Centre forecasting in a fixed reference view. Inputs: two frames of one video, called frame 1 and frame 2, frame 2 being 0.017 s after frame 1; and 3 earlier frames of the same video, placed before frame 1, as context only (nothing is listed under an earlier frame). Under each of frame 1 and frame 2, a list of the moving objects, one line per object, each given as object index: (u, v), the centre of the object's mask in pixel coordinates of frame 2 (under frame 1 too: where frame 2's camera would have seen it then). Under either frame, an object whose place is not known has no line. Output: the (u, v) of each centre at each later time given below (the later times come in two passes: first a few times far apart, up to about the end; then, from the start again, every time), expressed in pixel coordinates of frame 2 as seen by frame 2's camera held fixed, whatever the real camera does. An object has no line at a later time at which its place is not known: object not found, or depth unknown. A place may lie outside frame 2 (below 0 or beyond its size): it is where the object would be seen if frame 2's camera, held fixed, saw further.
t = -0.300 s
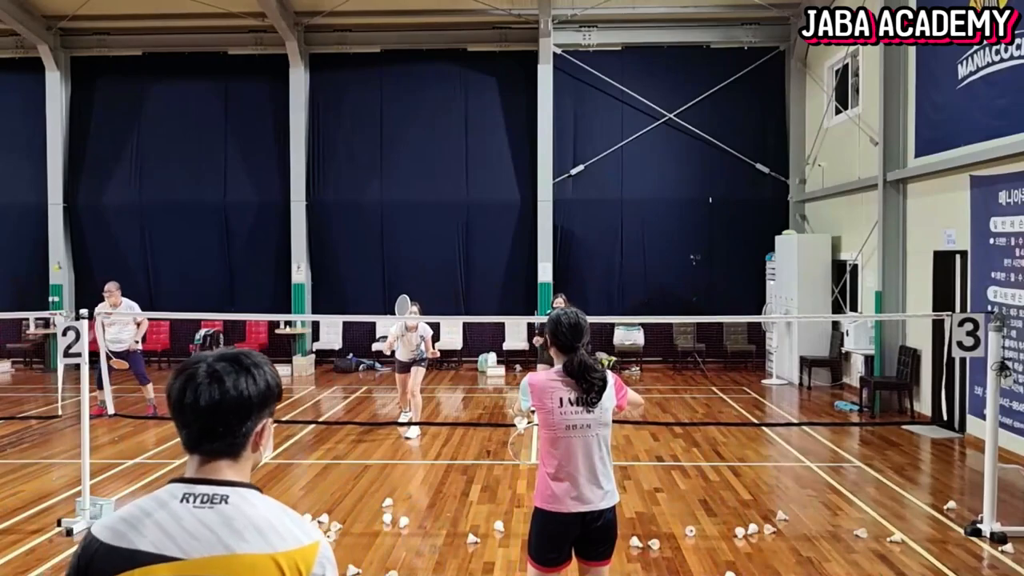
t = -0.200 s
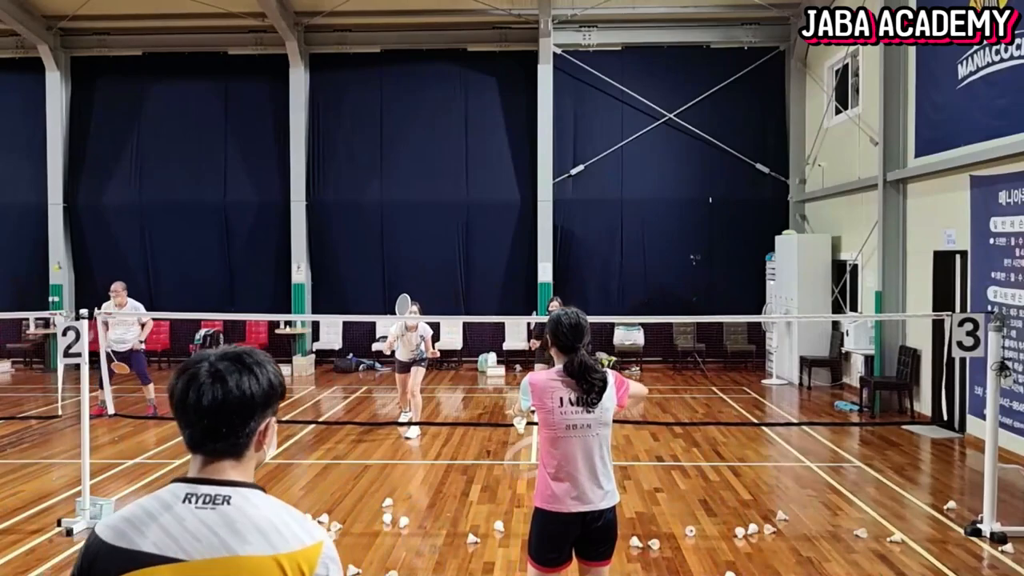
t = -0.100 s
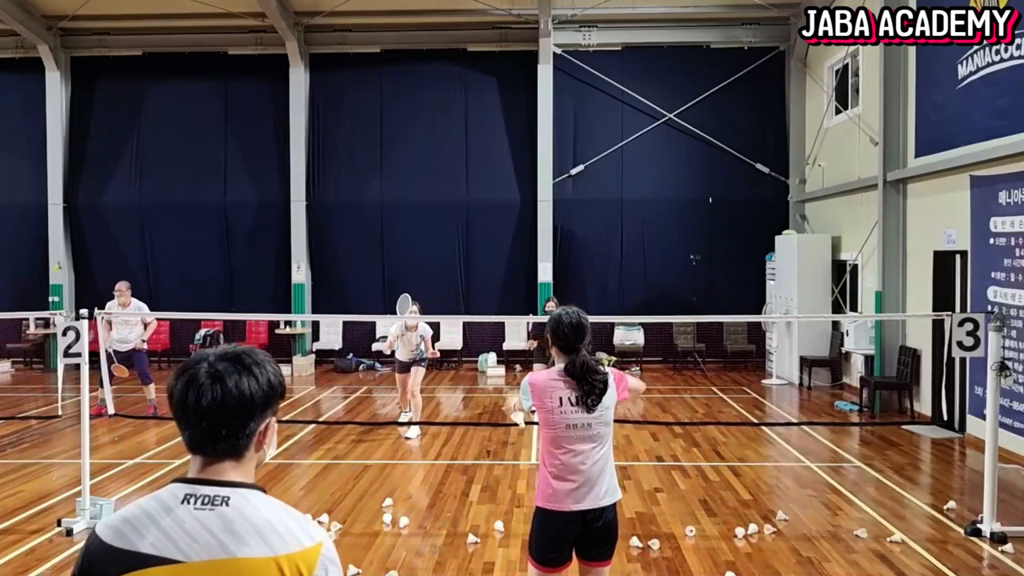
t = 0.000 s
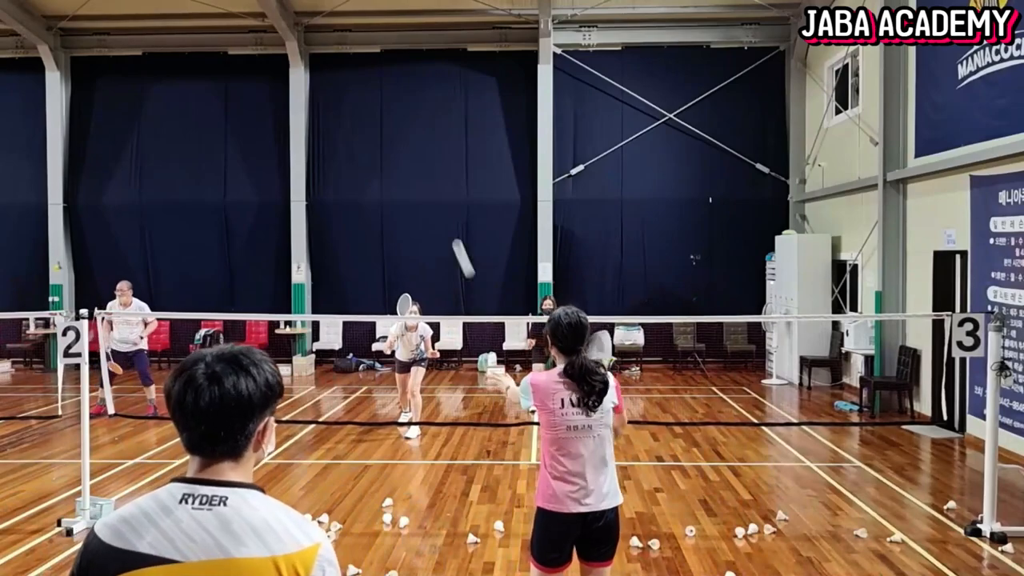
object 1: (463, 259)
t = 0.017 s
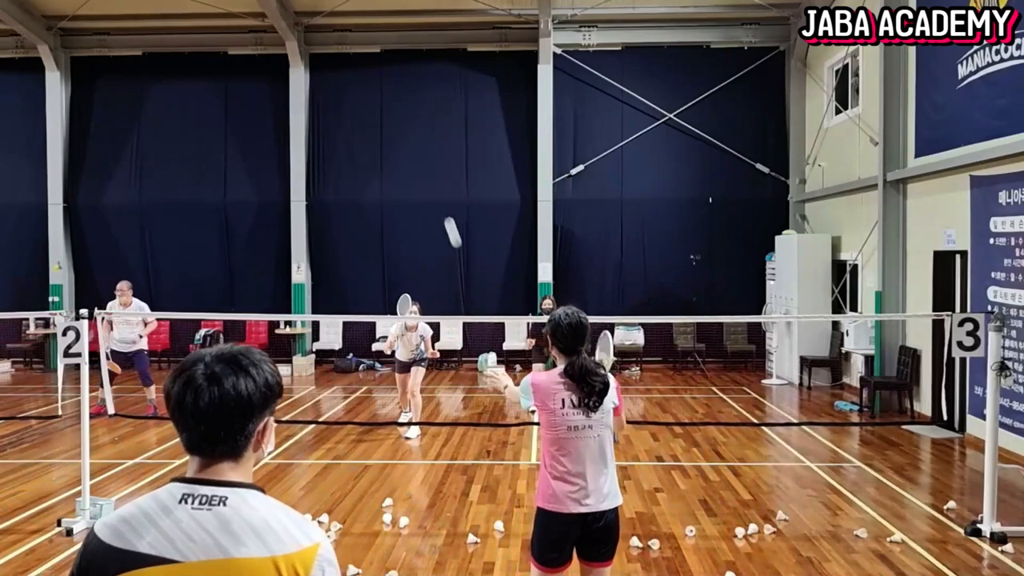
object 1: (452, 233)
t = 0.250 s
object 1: (390, 85)
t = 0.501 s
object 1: (363, 69)
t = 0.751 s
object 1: (349, 110)
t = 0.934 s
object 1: (343, 161)
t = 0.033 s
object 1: (446, 213)
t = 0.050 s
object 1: (440, 196)
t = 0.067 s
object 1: (434, 180)
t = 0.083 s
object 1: (428, 165)
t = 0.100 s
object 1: (422, 153)
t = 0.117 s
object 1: (417, 141)
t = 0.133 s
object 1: (413, 131)
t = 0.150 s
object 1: (409, 122)
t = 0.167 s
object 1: (405, 114)
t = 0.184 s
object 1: (402, 106)
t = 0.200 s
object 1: (399, 100)
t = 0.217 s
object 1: (396, 94)
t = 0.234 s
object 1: (393, 90)
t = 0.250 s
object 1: (390, 85)
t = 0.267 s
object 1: (388, 82)
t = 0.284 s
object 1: (385, 79)
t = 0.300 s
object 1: (383, 76)
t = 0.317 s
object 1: (381, 73)
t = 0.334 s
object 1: (379, 72)
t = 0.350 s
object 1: (377, 70)
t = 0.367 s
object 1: (375, 69)
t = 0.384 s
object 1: (373, 68)
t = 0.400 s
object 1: (372, 67)
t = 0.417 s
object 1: (370, 67)
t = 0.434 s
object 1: (369, 67)
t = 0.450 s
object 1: (367, 67)
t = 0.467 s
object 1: (366, 67)
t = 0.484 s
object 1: (364, 68)
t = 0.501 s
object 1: (363, 69)
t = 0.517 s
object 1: (362, 71)
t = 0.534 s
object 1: (360, 72)
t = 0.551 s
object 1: (359, 74)
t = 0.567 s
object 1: (358, 76)
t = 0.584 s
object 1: (357, 79)
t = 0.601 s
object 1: (356, 81)
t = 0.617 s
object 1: (355, 83)
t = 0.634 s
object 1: (354, 86)
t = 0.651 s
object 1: (353, 88)
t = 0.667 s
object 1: (352, 92)
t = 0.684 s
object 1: (351, 95)
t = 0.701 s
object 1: (351, 99)
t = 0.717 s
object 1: (350, 103)
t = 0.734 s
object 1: (349, 106)
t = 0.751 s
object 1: (349, 110)
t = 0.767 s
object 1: (348, 114)
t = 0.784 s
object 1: (347, 118)
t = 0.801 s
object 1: (347, 123)
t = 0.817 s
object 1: (346, 127)
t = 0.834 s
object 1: (346, 132)
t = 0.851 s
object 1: (345, 136)
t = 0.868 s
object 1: (345, 141)
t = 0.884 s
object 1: (344, 146)
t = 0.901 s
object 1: (344, 151)
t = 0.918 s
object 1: (343, 156)
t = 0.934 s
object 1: (343, 161)
